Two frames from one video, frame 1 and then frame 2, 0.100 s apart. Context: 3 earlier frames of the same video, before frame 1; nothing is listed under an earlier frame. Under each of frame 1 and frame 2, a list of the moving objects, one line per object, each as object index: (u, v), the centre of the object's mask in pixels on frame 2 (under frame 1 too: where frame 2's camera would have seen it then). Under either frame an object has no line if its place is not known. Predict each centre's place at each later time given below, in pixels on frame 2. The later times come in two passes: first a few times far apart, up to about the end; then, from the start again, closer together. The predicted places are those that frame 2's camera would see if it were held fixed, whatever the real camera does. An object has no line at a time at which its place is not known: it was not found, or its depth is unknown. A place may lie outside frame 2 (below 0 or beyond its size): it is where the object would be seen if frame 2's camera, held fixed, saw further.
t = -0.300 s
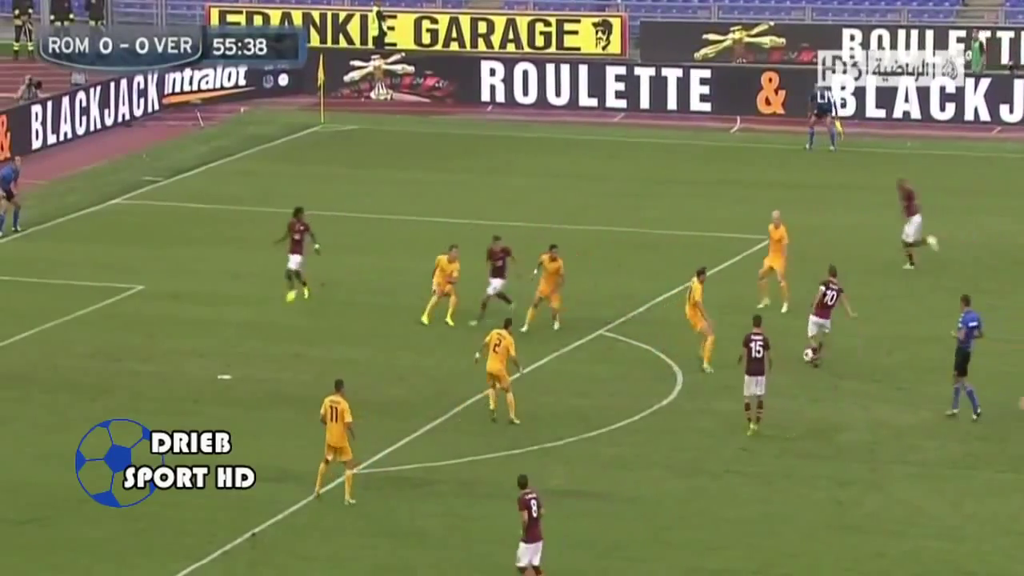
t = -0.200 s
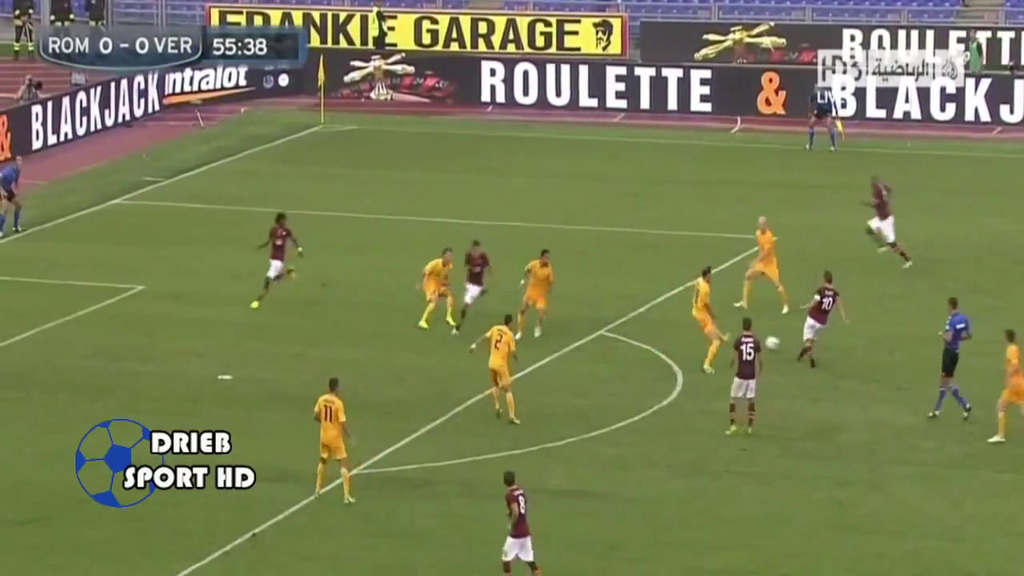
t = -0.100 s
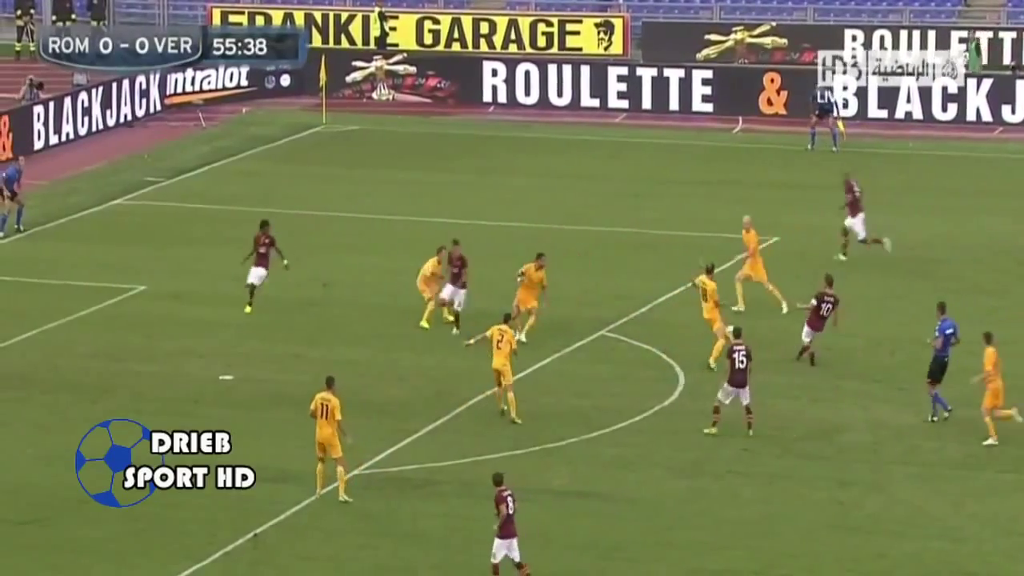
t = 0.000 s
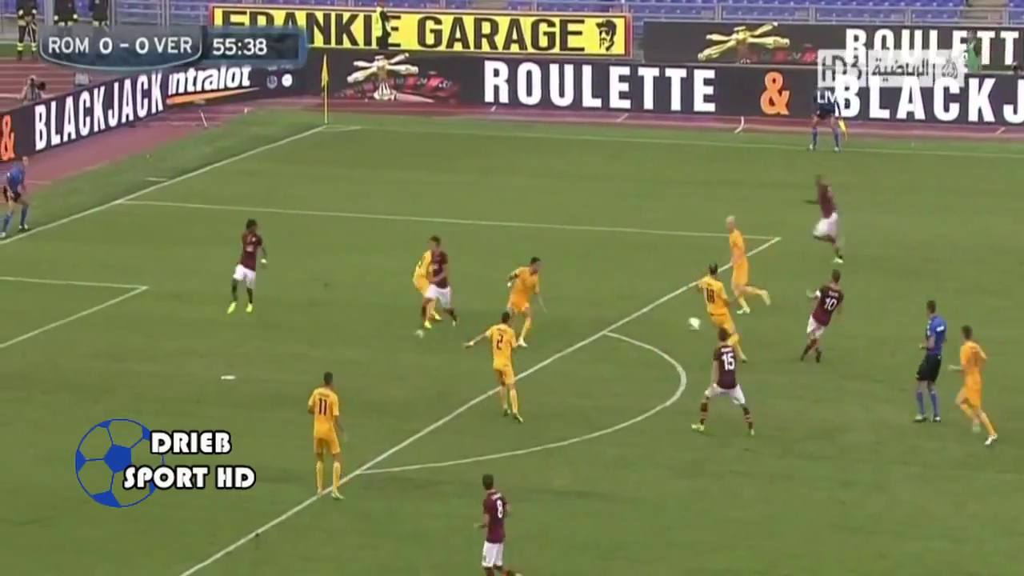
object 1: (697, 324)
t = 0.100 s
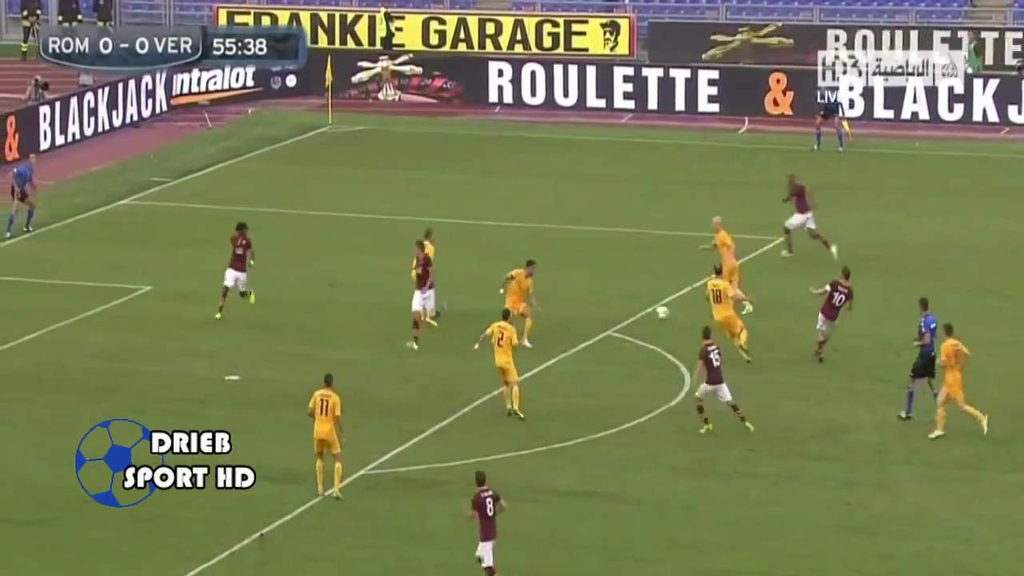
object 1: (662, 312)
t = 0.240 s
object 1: (613, 303)
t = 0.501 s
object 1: (531, 282)
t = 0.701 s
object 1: (478, 270)
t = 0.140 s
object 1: (647, 309)
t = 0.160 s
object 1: (641, 308)
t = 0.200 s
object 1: (626, 305)
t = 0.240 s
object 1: (613, 303)
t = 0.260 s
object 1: (606, 301)
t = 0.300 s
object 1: (593, 297)
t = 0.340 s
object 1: (580, 293)
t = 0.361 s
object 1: (574, 292)
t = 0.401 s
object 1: (561, 290)
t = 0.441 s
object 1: (549, 288)
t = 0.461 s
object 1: (543, 286)
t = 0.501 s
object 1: (531, 282)
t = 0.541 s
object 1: (520, 280)
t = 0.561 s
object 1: (515, 279)
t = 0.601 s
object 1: (504, 277)
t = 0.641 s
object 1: (493, 274)
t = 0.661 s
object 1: (488, 273)
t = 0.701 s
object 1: (478, 270)
